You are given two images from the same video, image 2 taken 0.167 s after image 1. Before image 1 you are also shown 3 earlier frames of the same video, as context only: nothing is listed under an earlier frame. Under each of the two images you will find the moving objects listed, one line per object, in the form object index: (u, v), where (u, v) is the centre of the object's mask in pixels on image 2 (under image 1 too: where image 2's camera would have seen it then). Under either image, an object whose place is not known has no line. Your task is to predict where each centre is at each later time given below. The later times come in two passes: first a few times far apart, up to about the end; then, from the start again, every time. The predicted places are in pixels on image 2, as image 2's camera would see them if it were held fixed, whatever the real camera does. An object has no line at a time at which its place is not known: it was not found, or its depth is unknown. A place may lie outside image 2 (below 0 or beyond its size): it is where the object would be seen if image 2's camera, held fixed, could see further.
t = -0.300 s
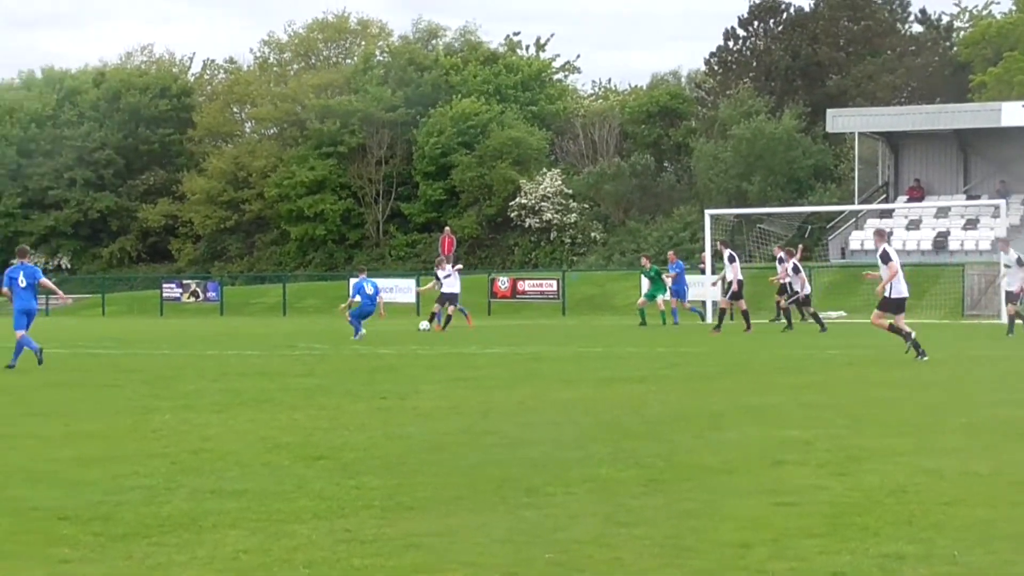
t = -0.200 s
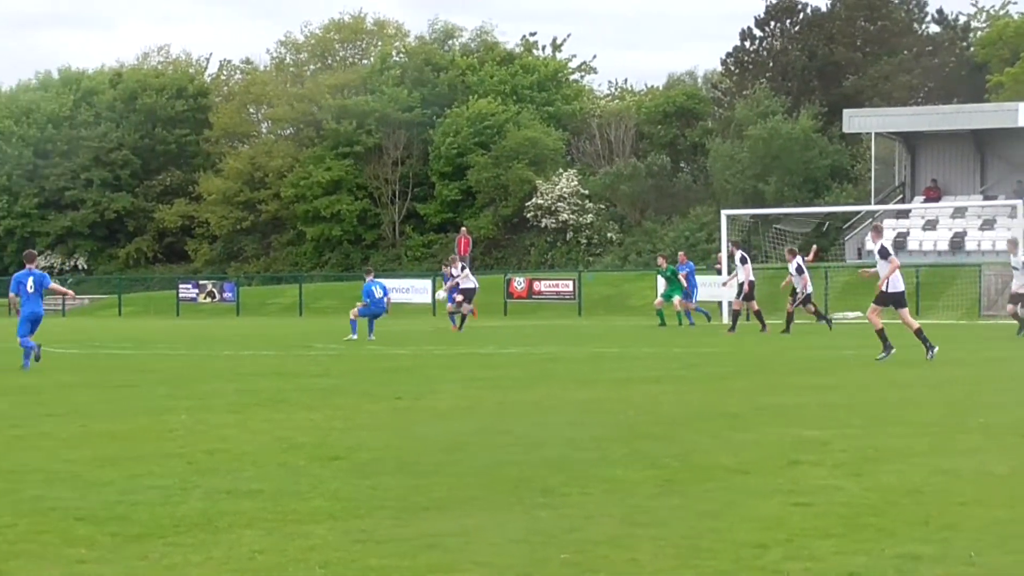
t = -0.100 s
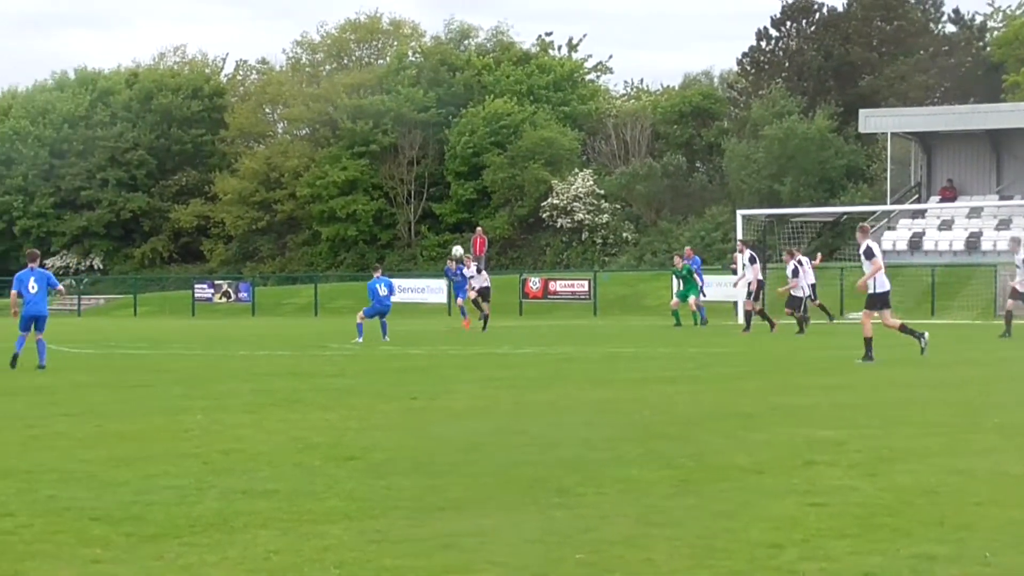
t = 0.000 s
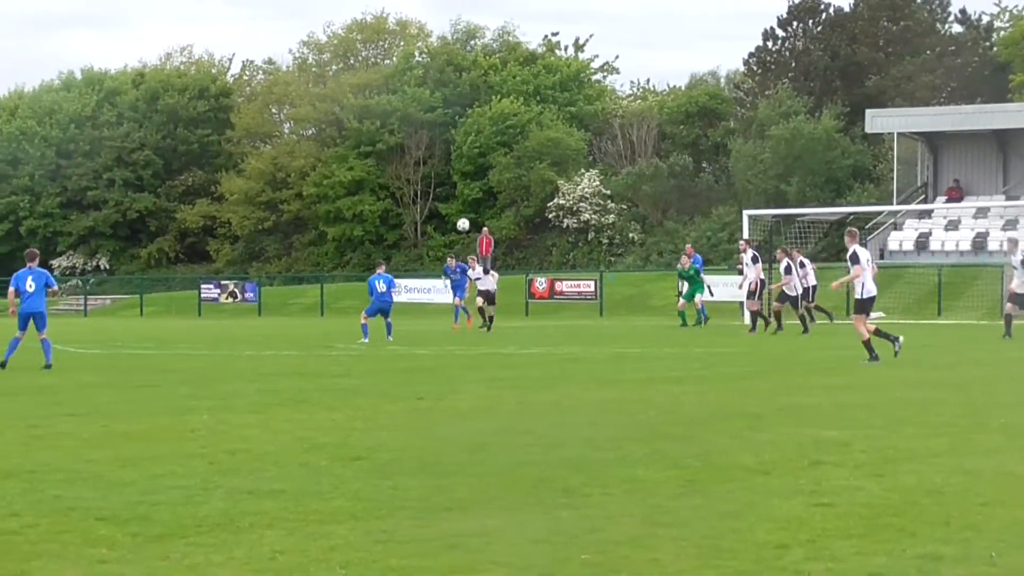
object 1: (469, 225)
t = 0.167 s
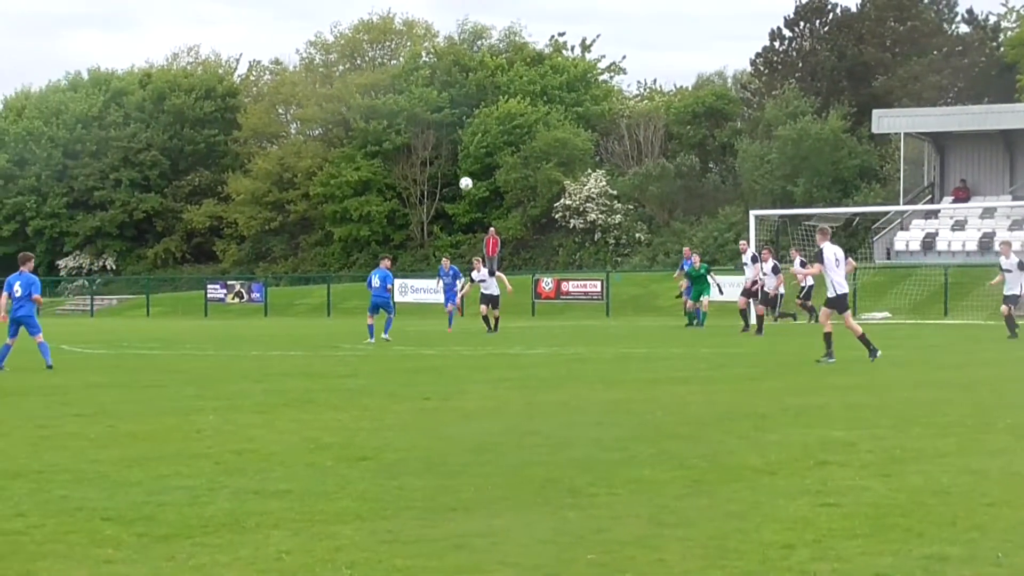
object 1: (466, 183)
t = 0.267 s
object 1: (463, 155)
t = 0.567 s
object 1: (474, 136)
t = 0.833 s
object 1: (512, 164)
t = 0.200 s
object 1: (464, 169)
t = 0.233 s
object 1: (464, 161)
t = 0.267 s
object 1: (463, 155)
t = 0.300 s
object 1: (463, 150)
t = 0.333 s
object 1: (464, 145)
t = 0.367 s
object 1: (463, 147)
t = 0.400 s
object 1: (465, 142)
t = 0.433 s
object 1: (467, 139)
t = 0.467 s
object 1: (468, 137)
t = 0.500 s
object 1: (472, 136)
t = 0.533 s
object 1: (476, 136)
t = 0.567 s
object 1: (474, 136)
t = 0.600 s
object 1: (480, 136)
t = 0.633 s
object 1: (485, 138)
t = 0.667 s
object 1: (490, 141)
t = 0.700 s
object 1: (496, 144)
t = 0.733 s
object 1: (501, 149)
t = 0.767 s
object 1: (498, 146)
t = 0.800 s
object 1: (507, 155)
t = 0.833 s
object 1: (512, 164)
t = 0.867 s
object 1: (518, 175)
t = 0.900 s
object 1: (525, 187)
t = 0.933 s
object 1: (531, 202)
